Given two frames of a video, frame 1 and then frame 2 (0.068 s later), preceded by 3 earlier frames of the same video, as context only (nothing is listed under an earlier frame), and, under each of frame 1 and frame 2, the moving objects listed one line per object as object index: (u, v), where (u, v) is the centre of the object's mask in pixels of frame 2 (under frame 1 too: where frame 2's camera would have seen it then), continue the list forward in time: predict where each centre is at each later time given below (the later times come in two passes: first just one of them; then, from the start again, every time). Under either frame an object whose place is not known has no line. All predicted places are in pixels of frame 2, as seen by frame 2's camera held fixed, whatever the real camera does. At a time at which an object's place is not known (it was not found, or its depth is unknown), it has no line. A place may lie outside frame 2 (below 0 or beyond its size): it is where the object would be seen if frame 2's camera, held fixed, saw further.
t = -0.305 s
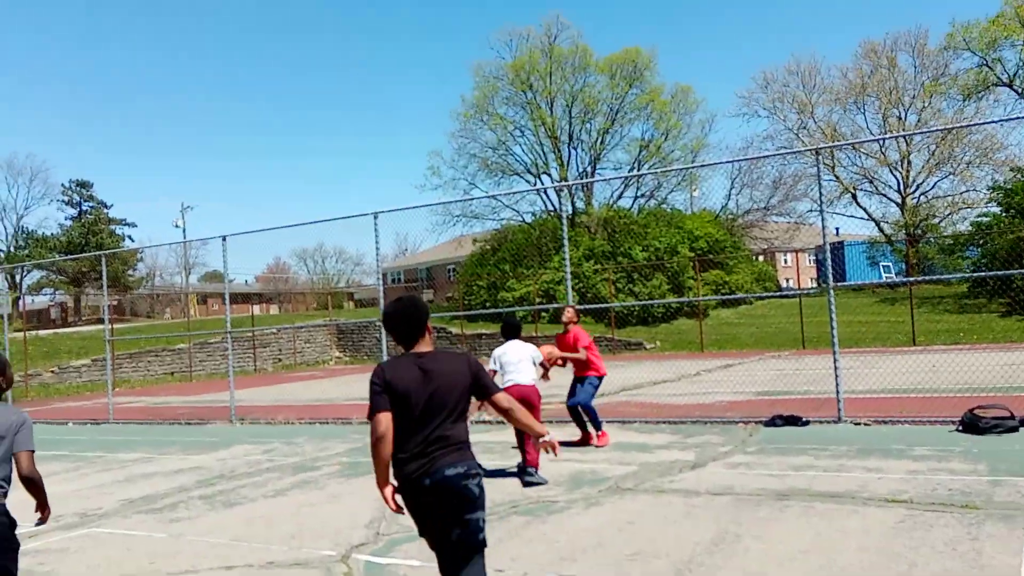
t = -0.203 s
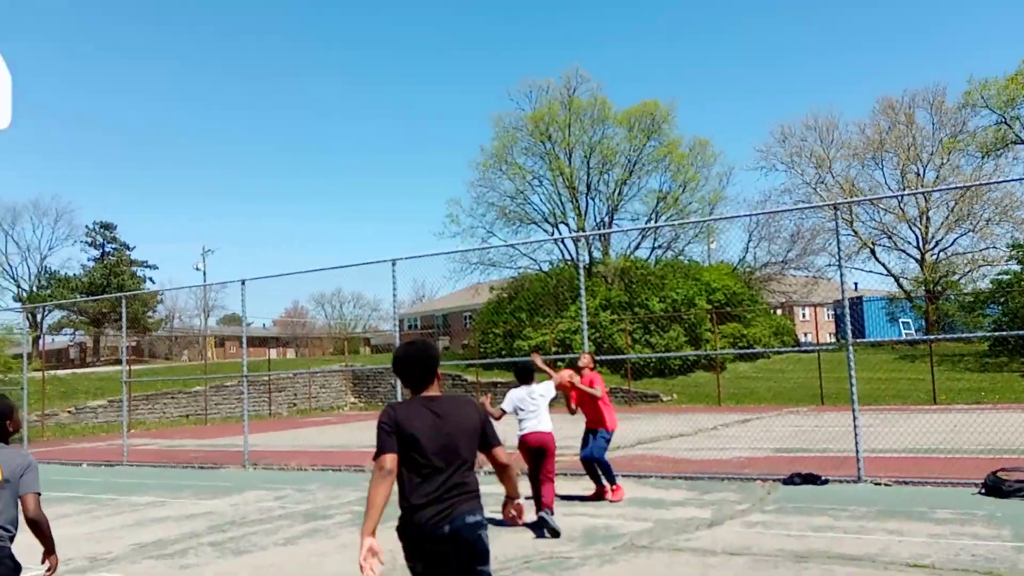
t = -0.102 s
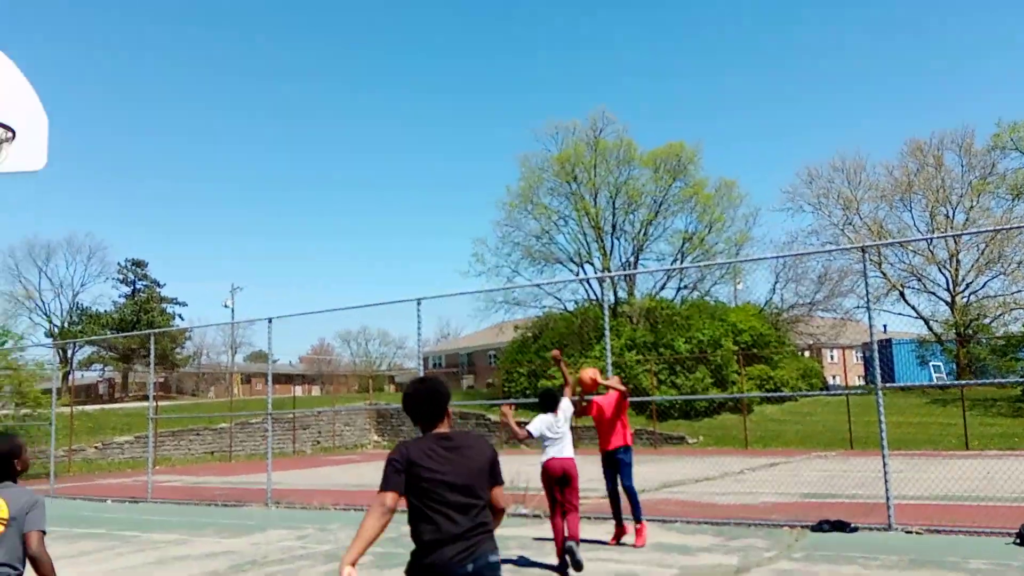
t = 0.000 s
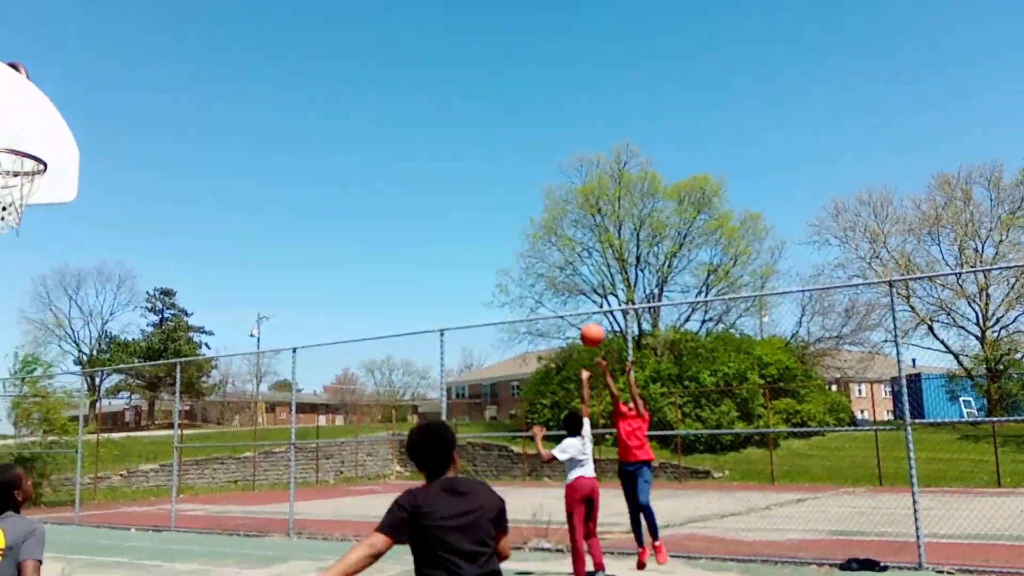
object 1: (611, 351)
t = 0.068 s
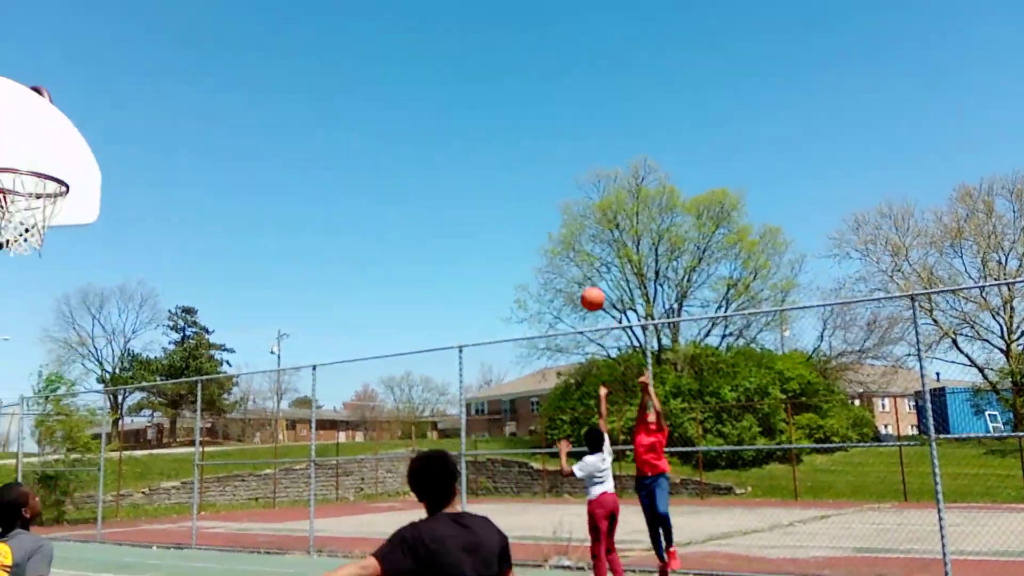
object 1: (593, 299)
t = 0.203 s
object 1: (557, 203)
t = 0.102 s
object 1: (583, 274)
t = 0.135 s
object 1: (574, 250)
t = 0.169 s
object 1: (566, 226)
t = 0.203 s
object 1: (557, 203)
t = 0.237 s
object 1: (548, 181)
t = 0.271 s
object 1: (539, 160)
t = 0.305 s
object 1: (529, 139)
